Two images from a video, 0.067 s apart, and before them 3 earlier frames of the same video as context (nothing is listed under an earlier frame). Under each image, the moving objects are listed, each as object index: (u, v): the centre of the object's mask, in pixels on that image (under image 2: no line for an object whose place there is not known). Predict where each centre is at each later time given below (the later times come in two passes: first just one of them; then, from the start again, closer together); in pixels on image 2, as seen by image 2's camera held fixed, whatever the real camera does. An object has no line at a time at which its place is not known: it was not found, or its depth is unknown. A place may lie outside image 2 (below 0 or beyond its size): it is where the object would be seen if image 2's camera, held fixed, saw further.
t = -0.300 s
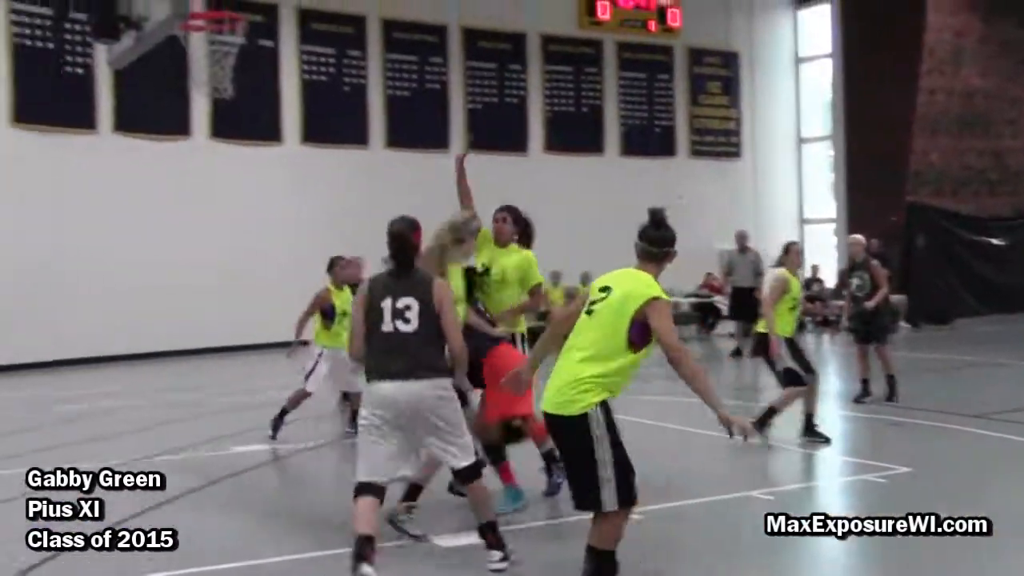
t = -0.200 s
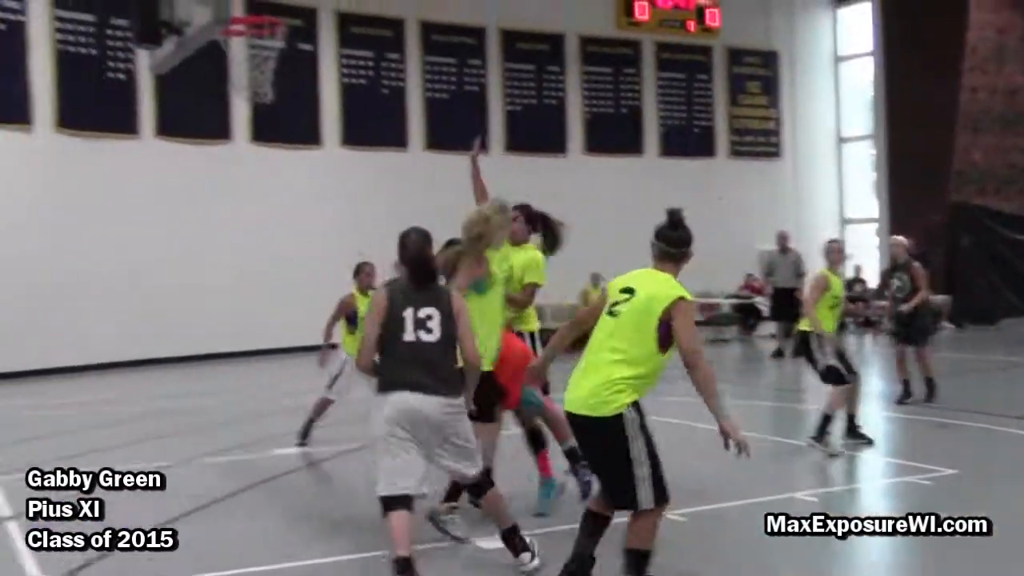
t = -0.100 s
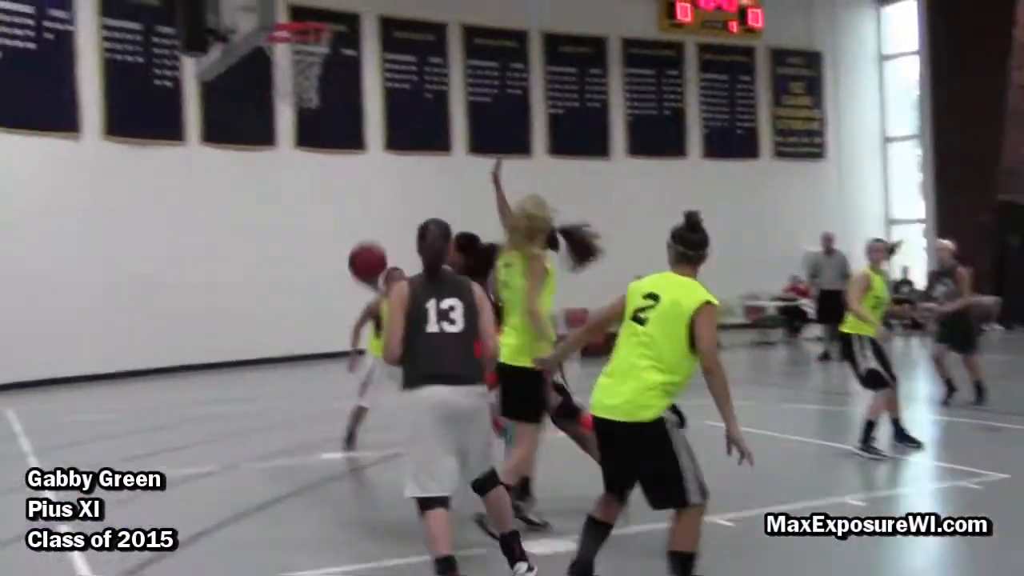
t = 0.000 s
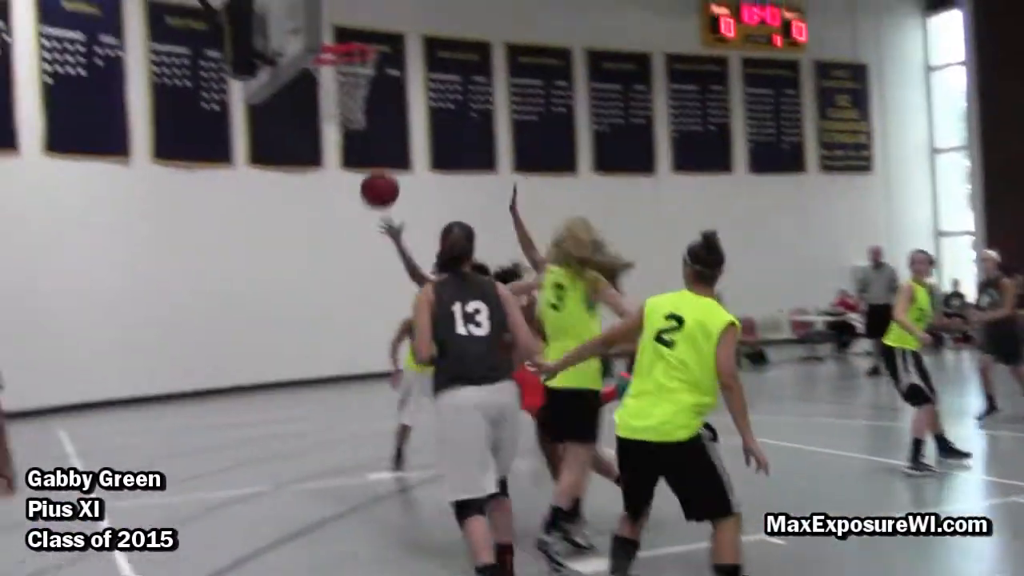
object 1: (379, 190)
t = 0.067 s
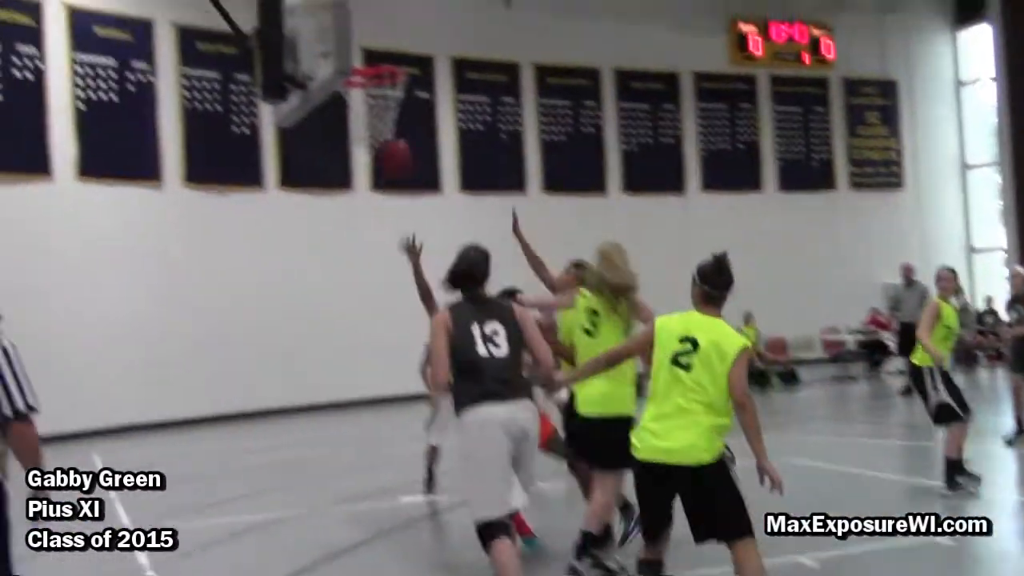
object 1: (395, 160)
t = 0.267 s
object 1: (361, 48)
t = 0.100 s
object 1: (384, 134)
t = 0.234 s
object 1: (361, 59)
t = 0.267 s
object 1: (361, 48)
